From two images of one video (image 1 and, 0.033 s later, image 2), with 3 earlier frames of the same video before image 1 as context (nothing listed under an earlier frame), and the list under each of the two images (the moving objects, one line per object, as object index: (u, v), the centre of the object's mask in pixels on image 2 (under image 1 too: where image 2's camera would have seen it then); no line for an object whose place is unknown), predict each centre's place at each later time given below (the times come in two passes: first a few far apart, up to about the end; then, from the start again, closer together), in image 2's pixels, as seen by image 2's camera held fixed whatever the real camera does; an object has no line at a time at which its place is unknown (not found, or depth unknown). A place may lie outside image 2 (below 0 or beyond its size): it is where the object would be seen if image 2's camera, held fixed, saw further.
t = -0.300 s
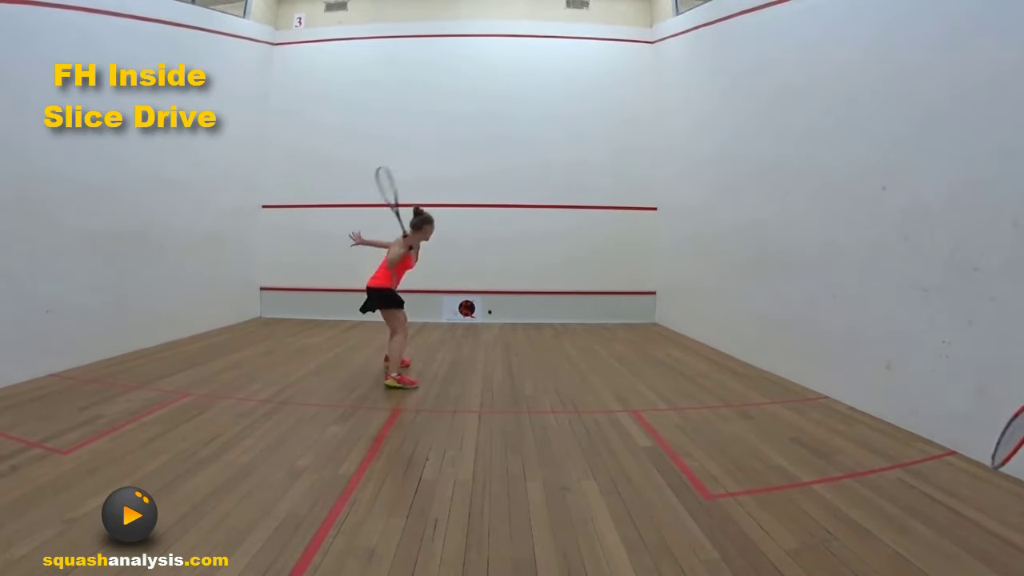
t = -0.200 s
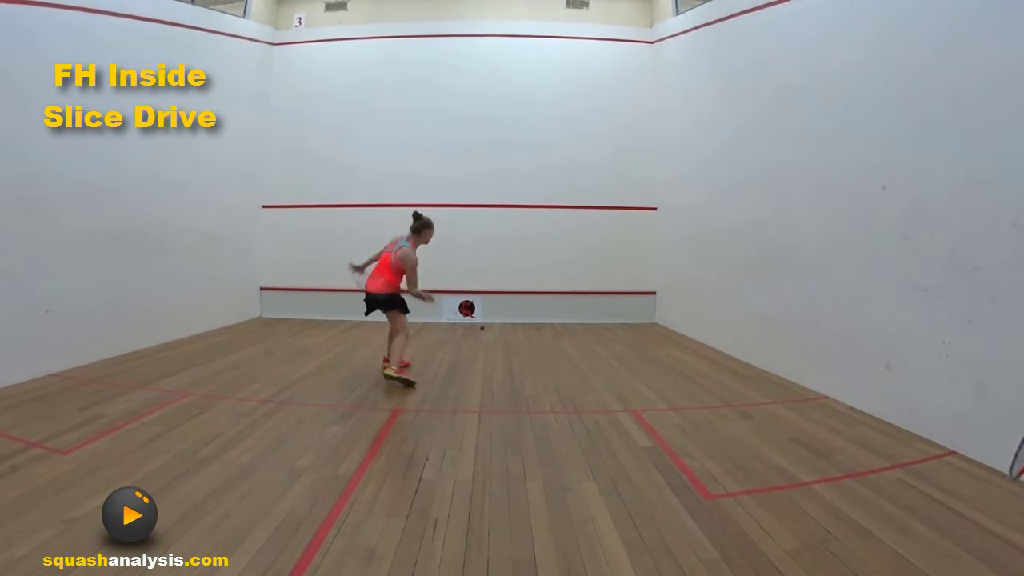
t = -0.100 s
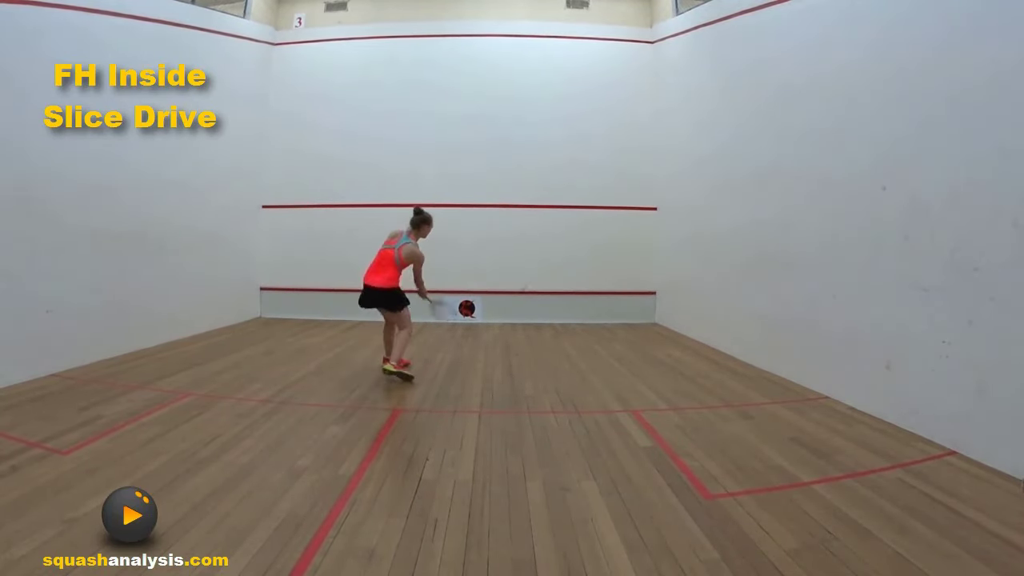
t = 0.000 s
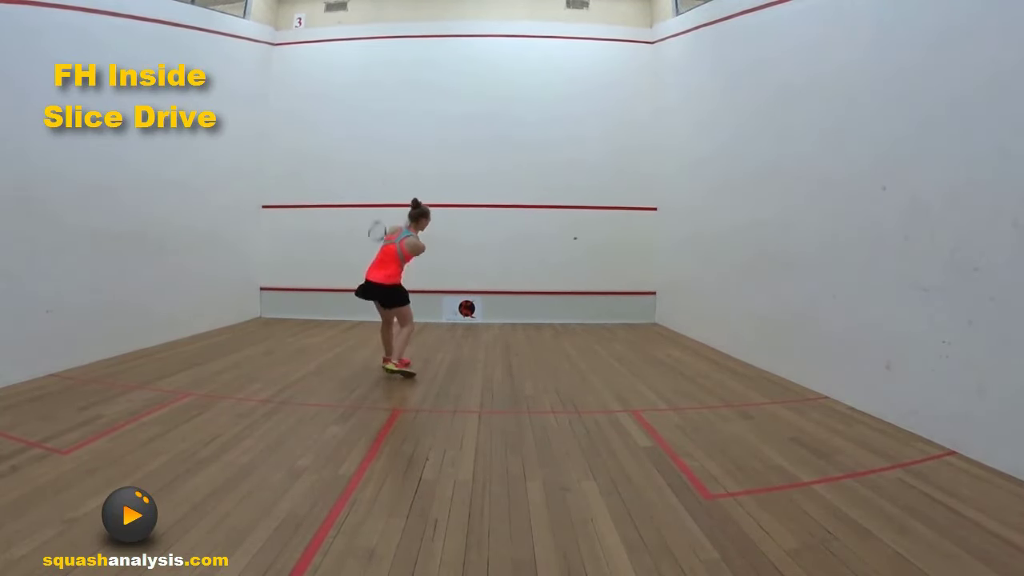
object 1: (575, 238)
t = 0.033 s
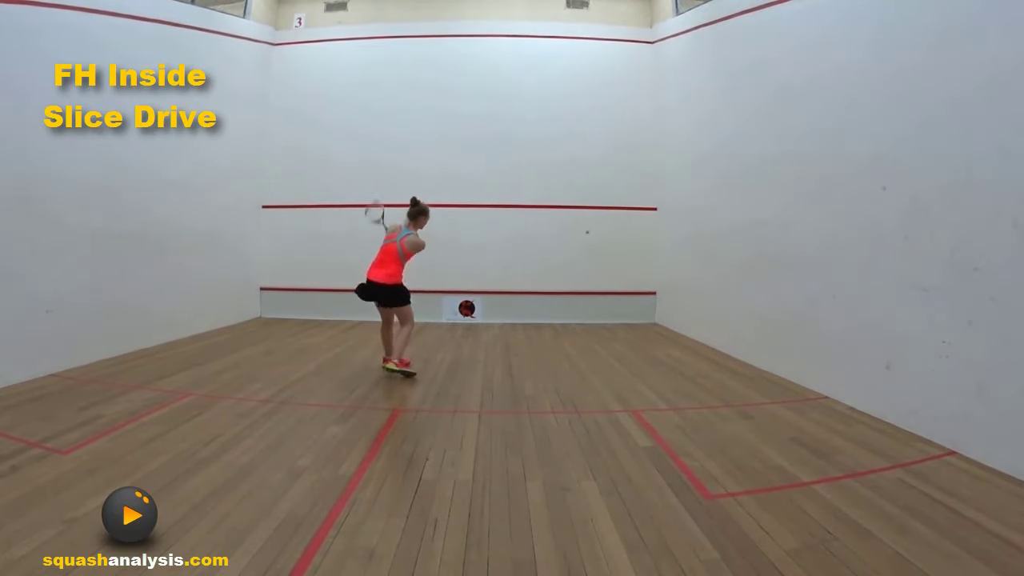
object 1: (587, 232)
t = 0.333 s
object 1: (750, 198)
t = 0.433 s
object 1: (756, 202)
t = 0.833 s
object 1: (756, 469)
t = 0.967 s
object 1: (747, 472)
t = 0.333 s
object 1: (750, 198)
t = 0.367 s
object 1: (756, 199)
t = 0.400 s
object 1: (756, 200)
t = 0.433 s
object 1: (756, 202)
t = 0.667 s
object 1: (760, 279)
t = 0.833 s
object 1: (756, 469)
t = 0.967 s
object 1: (747, 472)
